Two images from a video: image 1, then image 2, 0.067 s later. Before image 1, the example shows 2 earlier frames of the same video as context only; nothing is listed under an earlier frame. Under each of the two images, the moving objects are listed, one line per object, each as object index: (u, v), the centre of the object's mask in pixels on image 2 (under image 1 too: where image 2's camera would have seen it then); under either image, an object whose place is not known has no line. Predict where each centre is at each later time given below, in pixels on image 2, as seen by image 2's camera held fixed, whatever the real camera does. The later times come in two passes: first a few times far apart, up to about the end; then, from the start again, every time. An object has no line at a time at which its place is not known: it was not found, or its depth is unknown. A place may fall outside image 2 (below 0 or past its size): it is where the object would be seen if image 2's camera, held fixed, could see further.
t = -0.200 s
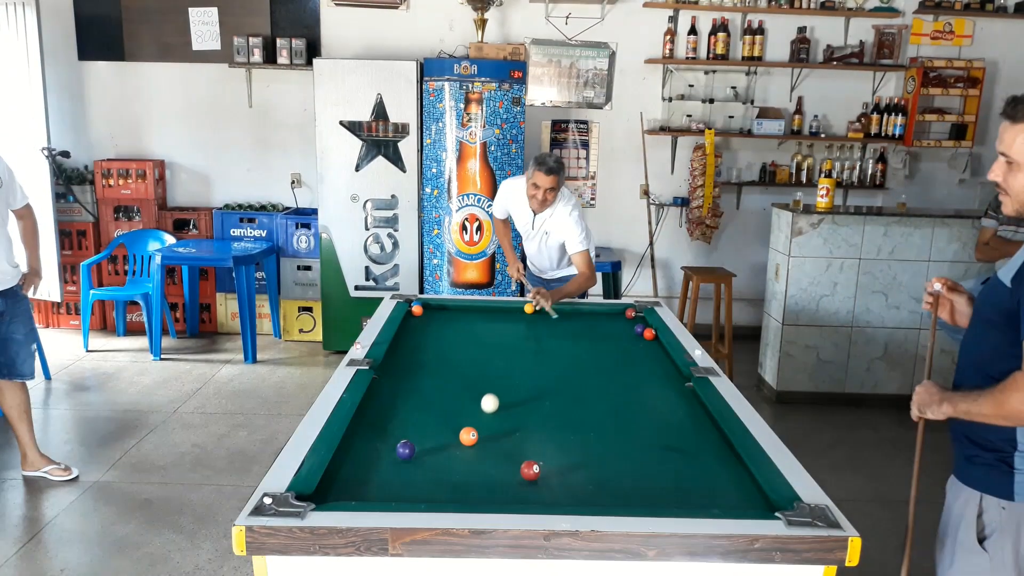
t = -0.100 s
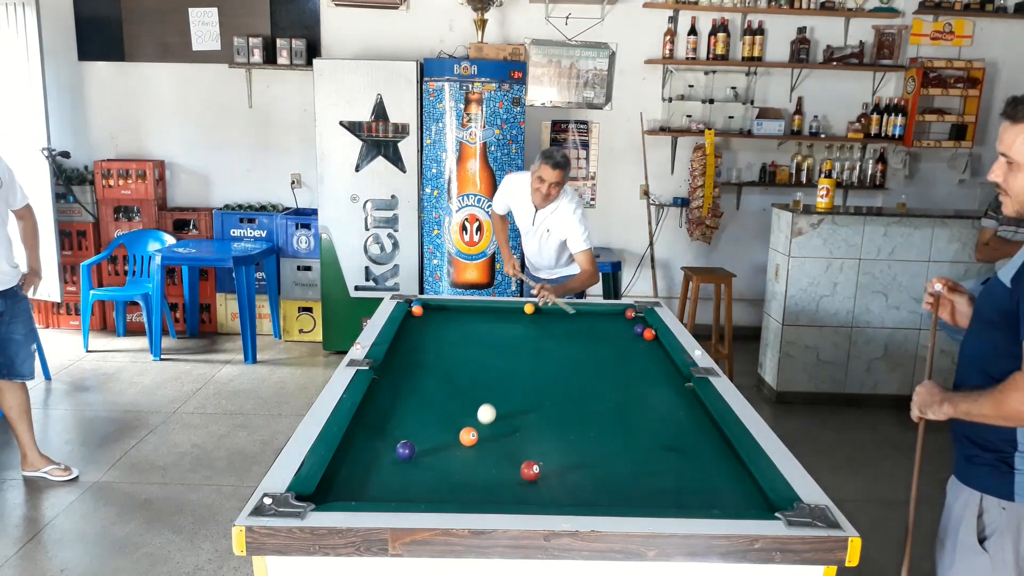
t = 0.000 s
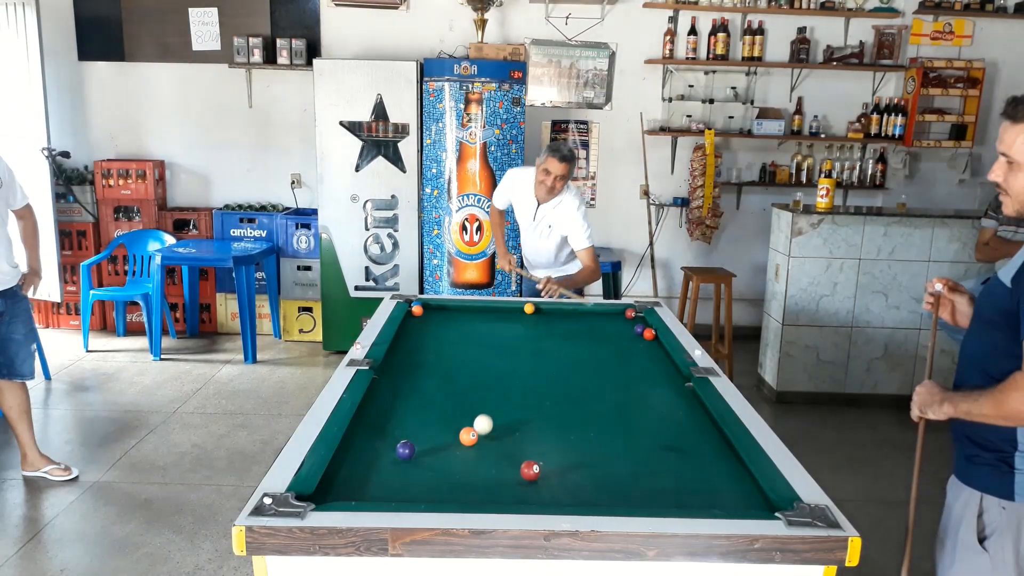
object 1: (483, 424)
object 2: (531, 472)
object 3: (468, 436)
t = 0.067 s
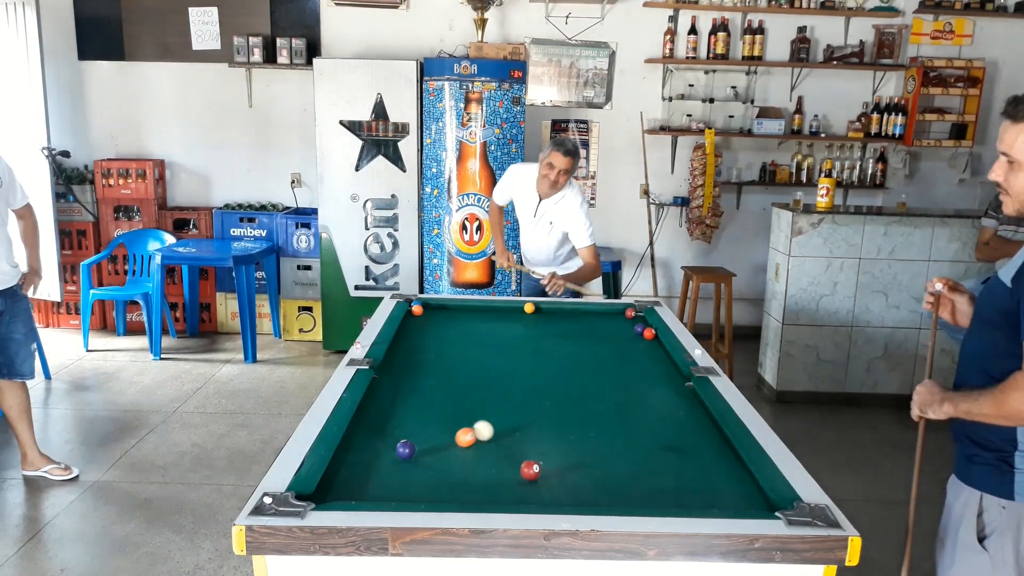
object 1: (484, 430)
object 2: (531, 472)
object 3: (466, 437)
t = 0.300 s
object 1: (502, 446)
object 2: (530, 470)
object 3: (438, 450)
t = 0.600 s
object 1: (521, 461)
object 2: (535, 473)
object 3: (403, 467)
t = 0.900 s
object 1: (529, 467)
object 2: (551, 488)
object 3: (366, 483)
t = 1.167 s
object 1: (534, 470)
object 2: (563, 497)
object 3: (334, 495)
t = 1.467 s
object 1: (537, 472)
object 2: (572, 499)
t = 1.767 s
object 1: (537, 472)
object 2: (575, 496)
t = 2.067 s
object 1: (537, 472)
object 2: (577, 495)
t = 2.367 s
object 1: (537, 472)
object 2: (578, 493)
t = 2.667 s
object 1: (537, 472)
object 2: (577, 493)
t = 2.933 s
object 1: (537, 472)
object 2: (577, 493)
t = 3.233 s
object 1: (537, 472)
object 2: (577, 493)
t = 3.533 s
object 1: (537, 472)
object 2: (577, 493)
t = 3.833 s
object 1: (537, 472)
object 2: (577, 493)
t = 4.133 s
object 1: (537, 472)
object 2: (577, 493)
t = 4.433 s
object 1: (537, 472)
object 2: (577, 493)
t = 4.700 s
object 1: (537, 472)
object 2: (577, 493)
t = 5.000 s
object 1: (537, 472)
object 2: (577, 493)
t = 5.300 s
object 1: (537, 472)
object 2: (577, 493)
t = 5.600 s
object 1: (537, 472)
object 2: (577, 492)
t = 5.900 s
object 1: (537, 472)
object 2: (577, 492)
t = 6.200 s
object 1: (537, 472)
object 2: (577, 492)
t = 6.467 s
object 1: (537, 472)
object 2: (577, 492)
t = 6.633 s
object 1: (537, 472)
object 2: (577, 492)
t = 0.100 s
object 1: (486, 432)
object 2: (530, 470)
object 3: (461, 439)
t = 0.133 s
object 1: (489, 435)
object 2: (530, 470)
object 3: (457, 441)
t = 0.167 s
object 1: (491, 437)
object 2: (530, 470)
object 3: (453, 443)
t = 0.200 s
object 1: (494, 439)
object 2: (530, 470)
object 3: (450, 445)
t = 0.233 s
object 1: (497, 441)
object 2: (530, 470)
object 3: (446, 446)
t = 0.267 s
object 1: (500, 444)
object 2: (530, 470)
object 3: (442, 448)
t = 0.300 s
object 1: (502, 446)
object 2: (530, 470)
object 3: (438, 450)
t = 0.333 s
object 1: (505, 448)
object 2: (530, 470)
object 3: (434, 452)
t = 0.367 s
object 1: (507, 450)
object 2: (530, 470)
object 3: (430, 454)
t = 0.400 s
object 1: (510, 452)
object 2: (530, 470)
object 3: (426, 455)
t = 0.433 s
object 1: (513, 454)
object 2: (530, 470)
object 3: (423, 457)
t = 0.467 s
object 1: (515, 457)
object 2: (530, 470)
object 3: (419, 459)
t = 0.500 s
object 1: (517, 458)
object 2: (530, 470)
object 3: (415, 461)
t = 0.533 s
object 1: (519, 460)
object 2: (531, 471)
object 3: (411, 463)
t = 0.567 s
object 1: (520, 461)
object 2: (533, 472)
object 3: (407, 465)
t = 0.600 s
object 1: (521, 461)
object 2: (535, 473)
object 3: (403, 467)
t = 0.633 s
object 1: (522, 462)
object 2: (537, 475)
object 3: (399, 468)
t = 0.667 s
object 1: (523, 463)
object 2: (539, 477)
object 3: (395, 470)
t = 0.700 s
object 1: (524, 464)
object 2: (540, 479)
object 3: (391, 472)
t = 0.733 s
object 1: (525, 464)
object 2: (542, 480)
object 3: (387, 474)
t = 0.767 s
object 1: (526, 465)
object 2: (544, 482)
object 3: (383, 476)
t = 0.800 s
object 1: (527, 466)
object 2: (546, 483)
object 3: (379, 477)
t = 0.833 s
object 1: (528, 466)
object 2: (547, 485)
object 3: (375, 479)
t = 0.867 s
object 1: (528, 467)
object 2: (549, 486)
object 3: (370, 481)
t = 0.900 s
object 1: (529, 467)
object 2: (551, 488)
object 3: (366, 483)
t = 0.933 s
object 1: (530, 468)
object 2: (552, 489)
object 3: (362, 485)
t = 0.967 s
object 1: (530, 468)
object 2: (554, 491)
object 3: (358, 486)
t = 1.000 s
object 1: (531, 468)
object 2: (555, 492)
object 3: (354, 488)
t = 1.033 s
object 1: (532, 469)
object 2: (557, 493)
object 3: (350, 489)
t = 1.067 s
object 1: (532, 469)
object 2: (559, 494)
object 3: (346, 491)
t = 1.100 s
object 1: (533, 470)
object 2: (560, 496)
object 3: (342, 492)
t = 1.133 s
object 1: (533, 470)
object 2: (561, 496)
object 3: (338, 493)
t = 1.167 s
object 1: (534, 470)
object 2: (563, 497)
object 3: (334, 495)
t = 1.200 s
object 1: (534, 470)
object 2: (564, 498)
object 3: (330, 496)
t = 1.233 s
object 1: (535, 471)
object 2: (566, 499)
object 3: (325, 497)
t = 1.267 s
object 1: (535, 471)
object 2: (567, 499)
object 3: (322, 498)
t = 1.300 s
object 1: (536, 471)
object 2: (569, 500)
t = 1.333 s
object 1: (536, 471)
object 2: (570, 501)
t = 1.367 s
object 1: (536, 472)
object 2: (570, 500)
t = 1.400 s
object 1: (537, 472)
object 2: (571, 499)
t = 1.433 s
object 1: (537, 472)
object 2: (572, 500)
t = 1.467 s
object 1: (537, 472)
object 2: (572, 499)
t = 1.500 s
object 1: (537, 472)
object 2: (573, 499)
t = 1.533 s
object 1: (537, 472)
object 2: (573, 498)
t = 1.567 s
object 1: (537, 472)
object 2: (573, 498)
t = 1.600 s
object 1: (537, 472)
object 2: (574, 498)
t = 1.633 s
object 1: (537, 472)
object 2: (574, 498)
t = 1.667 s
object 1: (537, 472)
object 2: (574, 497)
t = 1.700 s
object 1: (537, 472)
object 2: (575, 497)
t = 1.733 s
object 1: (537, 472)
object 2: (575, 497)
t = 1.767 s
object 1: (537, 472)
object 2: (575, 496)
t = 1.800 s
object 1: (537, 472)
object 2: (576, 496)
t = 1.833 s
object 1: (537, 472)
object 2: (576, 496)
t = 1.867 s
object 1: (537, 472)
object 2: (576, 496)
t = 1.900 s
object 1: (537, 472)
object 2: (576, 496)
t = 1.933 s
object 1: (537, 472)
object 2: (576, 495)
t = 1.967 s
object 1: (537, 472)
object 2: (577, 495)
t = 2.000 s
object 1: (537, 472)
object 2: (577, 495)
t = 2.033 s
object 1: (537, 472)
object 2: (577, 495)
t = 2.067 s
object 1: (537, 472)
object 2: (577, 495)
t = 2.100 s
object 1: (537, 472)
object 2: (577, 494)
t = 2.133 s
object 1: (537, 472)
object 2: (578, 494)
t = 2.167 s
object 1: (537, 472)
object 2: (578, 494)
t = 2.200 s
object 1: (537, 472)
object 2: (578, 494)
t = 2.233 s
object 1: (537, 472)
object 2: (578, 493)
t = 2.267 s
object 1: (537, 472)
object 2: (578, 493)
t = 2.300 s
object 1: (537, 472)
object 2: (578, 493)
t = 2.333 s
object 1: (537, 472)
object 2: (578, 493)
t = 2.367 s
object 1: (537, 472)
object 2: (578, 493)
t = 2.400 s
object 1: (537, 472)
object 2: (578, 493)
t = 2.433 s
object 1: (537, 472)
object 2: (577, 493)
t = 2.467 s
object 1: (537, 472)
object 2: (577, 493)
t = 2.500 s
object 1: (537, 472)
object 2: (577, 493)
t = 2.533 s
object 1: (537, 472)
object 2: (577, 493)
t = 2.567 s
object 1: (537, 472)
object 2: (577, 493)
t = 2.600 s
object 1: (537, 472)
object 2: (577, 493)
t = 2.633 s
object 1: (537, 472)
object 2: (577, 493)
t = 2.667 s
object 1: (537, 472)
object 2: (577, 493)
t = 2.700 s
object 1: (537, 472)
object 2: (577, 493)
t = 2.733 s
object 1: (537, 472)
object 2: (577, 493)
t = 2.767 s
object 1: (537, 472)
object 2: (577, 493)
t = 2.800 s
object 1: (537, 472)
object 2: (577, 493)
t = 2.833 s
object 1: (537, 472)
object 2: (577, 493)
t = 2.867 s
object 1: (537, 472)
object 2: (577, 493)
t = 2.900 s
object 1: (537, 472)
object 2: (577, 493)
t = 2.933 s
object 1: (537, 472)
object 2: (577, 493)
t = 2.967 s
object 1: (537, 472)
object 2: (577, 493)
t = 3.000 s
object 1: (537, 472)
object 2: (577, 493)
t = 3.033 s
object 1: (537, 472)
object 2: (577, 493)
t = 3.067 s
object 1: (537, 472)
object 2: (577, 493)
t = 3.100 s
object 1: (537, 472)
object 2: (577, 493)
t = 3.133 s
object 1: (537, 472)
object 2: (577, 493)
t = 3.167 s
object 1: (537, 472)
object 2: (577, 493)
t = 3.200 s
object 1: (537, 472)
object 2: (577, 493)
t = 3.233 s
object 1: (537, 472)
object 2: (577, 493)
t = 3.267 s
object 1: (537, 472)
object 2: (577, 493)
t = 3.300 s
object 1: (537, 472)
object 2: (577, 493)
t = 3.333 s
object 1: (537, 472)
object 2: (577, 493)
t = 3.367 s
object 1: (537, 472)
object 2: (577, 493)
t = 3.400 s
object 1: (537, 472)
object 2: (577, 493)
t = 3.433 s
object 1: (537, 472)
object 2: (577, 493)
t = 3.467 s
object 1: (537, 472)
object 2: (577, 493)
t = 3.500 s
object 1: (537, 472)
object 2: (577, 493)
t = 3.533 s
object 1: (537, 472)
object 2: (577, 493)
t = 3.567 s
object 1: (537, 472)
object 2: (577, 493)
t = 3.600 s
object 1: (537, 472)
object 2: (577, 493)
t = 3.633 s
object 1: (537, 472)
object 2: (577, 493)
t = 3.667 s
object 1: (537, 472)
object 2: (577, 493)
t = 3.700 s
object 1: (537, 472)
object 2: (577, 493)
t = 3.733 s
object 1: (537, 472)
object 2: (577, 493)
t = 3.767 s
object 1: (537, 472)
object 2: (577, 493)
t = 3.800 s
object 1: (537, 472)
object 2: (577, 493)
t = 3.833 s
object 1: (537, 472)
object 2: (577, 493)
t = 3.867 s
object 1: (537, 472)
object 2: (577, 493)
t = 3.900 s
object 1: (537, 472)
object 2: (577, 493)
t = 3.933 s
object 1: (537, 472)
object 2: (577, 493)
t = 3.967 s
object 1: (537, 472)
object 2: (577, 493)
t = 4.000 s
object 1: (537, 472)
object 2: (577, 493)
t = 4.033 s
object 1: (537, 472)
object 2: (577, 493)
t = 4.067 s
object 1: (537, 472)
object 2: (577, 493)
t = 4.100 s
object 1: (537, 472)
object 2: (577, 493)
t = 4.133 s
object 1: (537, 472)
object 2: (577, 493)
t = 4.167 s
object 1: (537, 472)
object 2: (577, 493)
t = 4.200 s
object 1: (537, 472)
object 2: (577, 493)
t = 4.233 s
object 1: (537, 472)
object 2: (577, 493)
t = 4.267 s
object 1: (537, 472)
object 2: (577, 493)
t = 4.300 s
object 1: (537, 472)
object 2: (577, 493)
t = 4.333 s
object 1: (537, 472)
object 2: (577, 493)
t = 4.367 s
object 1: (537, 472)
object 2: (577, 493)
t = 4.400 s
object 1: (537, 472)
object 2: (577, 493)
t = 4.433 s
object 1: (537, 472)
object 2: (577, 493)
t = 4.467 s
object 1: (537, 472)
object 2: (577, 493)
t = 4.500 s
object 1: (537, 472)
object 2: (577, 493)
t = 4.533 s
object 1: (537, 472)
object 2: (577, 493)
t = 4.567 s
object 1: (537, 472)
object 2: (577, 493)
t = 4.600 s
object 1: (537, 472)
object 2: (577, 493)
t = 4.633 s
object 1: (537, 472)
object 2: (577, 493)
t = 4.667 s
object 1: (537, 472)
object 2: (577, 493)
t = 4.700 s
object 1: (537, 472)
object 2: (577, 493)
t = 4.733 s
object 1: (537, 472)
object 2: (577, 493)
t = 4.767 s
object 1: (537, 472)
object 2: (577, 493)
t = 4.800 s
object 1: (537, 472)
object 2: (577, 493)
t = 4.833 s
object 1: (537, 472)
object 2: (577, 493)
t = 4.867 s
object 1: (537, 472)
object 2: (577, 493)
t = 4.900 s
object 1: (537, 472)
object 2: (577, 493)
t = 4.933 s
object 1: (537, 472)
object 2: (577, 493)
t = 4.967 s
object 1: (537, 472)
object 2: (577, 493)
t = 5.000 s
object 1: (537, 472)
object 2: (577, 493)
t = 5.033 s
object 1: (537, 472)
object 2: (577, 493)
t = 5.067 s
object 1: (537, 472)
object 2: (577, 493)
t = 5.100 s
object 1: (537, 472)
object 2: (577, 493)
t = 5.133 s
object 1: (537, 472)
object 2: (577, 493)
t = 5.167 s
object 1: (537, 472)
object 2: (577, 493)
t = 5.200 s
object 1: (537, 472)
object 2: (577, 493)
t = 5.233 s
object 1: (537, 472)
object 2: (577, 493)
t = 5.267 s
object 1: (537, 472)
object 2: (577, 493)
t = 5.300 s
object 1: (537, 472)
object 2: (577, 493)
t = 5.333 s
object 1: (537, 472)
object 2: (577, 493)
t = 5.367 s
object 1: (537, 472)
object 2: (577, 493)
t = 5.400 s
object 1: (537, 472)
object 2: (577, 493)
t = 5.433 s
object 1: (537, 472)
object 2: (577, 493)
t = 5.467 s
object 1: (537, 472)
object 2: (577, 493)
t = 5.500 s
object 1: (537, 472)
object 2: (577, 492)
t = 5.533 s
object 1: (537, 472)
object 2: (577, 492)
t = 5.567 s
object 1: (537, 472)
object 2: (577, 492)
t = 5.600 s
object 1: (537, 472)
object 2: (577, 492)
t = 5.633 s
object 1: (537, 472)
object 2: (577, 492)
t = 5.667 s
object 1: (537, 472)
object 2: (577, 492)
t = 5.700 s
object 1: (537, 472)
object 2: (577, 492)
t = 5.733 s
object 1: (537, 472)
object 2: (577, 492)
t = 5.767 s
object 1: (537, 472)
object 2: (577, 492)
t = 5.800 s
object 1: (537, 472)
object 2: (577, 492)
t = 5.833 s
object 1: (537, 472)
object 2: (577, 492)
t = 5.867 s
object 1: (537, 472)
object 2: (577, 492)
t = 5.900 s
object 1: (537, 472)
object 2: (577, 492)
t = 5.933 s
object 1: (537, 472)
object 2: (577, 492)
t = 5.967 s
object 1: (537, 472)
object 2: (577, 492)
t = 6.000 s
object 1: (537, 472)
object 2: (577, 492)
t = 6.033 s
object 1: (537, 472)
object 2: (577, 492)
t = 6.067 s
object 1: (537, 472)
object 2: (577, 492)
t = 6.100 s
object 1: (537, 472)
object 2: (577, 492)
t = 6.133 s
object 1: (537, 472)
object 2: (577, 492)
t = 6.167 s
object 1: (537, 472)
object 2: (577, 492)
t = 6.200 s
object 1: (537, 472)
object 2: (577, 492)
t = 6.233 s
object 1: (537, 472)
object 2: (577, 492)
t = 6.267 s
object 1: (537, 472)
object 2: (577, 492)
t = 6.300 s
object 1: (537, 472)
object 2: (577, 492)
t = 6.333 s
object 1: (537, 472)
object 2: (577, 492)
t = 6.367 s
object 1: (537, 472)
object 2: (577, 492)
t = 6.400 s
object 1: (537, 472)
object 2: (577, 492)
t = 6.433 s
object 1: (537, 472)
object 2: (577, 492)
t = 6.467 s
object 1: (537, 472)
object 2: (577, 492)
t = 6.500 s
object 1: (537, 472)
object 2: (577, 492)
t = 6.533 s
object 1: (537, 472)
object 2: (577, 492)
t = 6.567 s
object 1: (537, 472)
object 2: (577, 492)
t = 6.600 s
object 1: (537, 472)
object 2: (577, 492)
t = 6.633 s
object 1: (537, 472)
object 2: (577, 492)
